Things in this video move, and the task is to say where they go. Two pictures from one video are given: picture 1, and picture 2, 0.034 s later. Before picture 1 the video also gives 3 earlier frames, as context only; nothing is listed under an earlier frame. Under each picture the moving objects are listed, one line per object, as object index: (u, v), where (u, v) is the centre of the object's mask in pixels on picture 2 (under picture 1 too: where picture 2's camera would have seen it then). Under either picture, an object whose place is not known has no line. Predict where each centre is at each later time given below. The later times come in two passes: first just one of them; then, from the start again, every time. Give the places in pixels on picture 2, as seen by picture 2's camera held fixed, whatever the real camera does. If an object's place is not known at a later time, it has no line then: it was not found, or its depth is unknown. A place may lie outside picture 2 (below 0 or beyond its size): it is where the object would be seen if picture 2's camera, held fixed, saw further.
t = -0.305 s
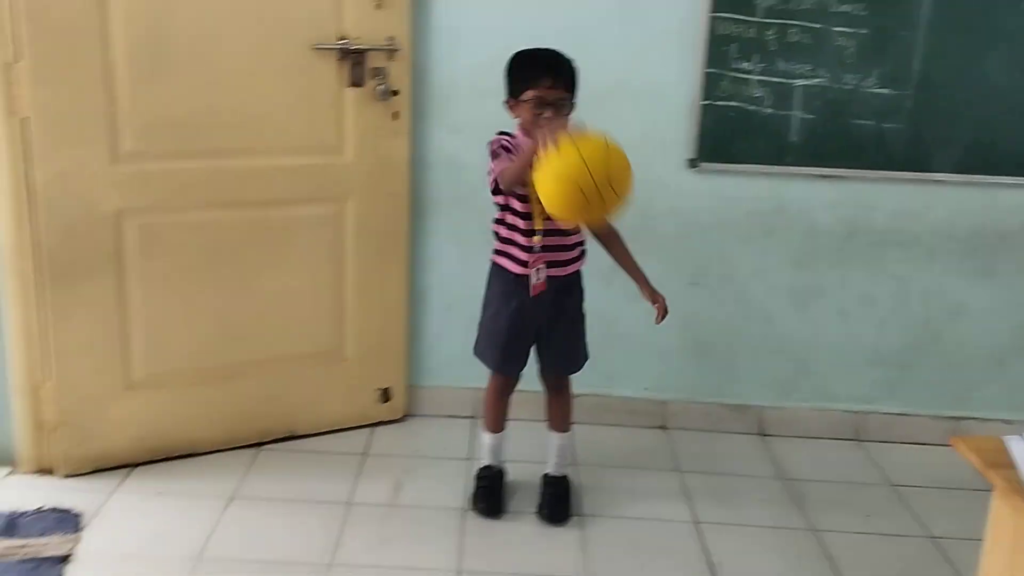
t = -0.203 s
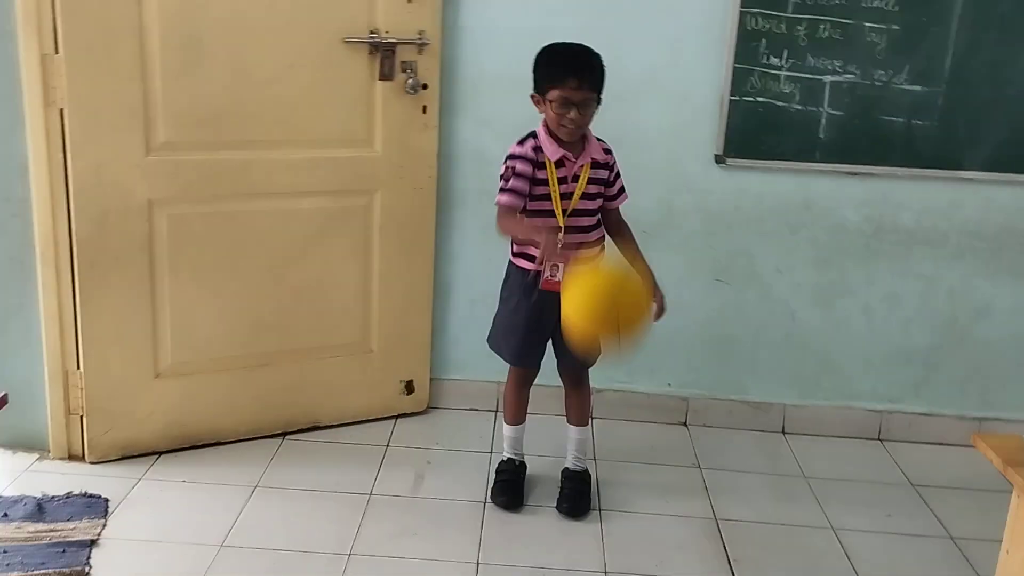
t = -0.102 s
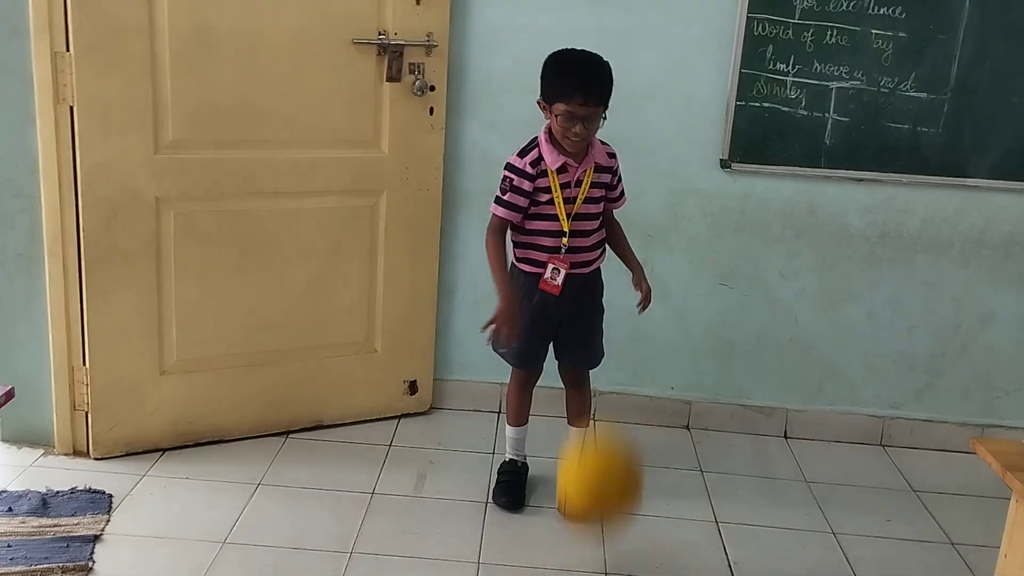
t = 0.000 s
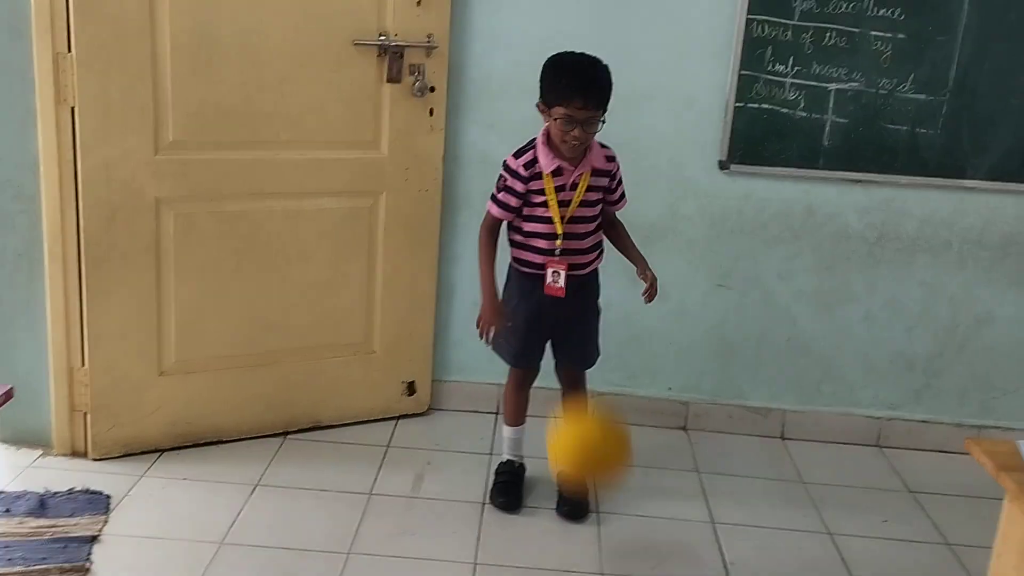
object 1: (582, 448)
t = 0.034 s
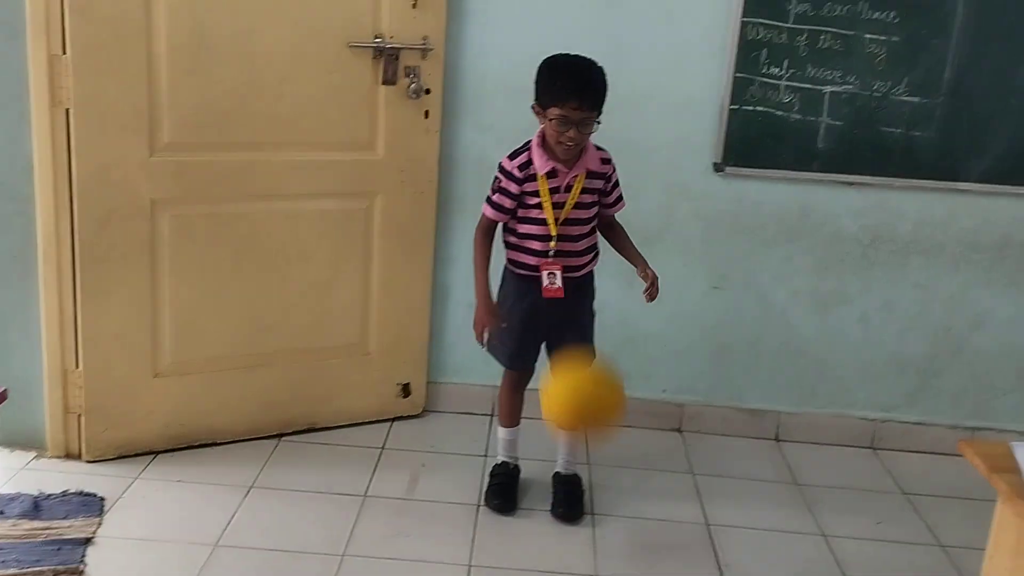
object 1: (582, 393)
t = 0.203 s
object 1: (568, 200)
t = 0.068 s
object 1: (578, 347)
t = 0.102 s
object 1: (576, 310)
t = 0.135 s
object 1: (574, 270)
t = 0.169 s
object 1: (572, 233)
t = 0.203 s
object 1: (568, 200)
